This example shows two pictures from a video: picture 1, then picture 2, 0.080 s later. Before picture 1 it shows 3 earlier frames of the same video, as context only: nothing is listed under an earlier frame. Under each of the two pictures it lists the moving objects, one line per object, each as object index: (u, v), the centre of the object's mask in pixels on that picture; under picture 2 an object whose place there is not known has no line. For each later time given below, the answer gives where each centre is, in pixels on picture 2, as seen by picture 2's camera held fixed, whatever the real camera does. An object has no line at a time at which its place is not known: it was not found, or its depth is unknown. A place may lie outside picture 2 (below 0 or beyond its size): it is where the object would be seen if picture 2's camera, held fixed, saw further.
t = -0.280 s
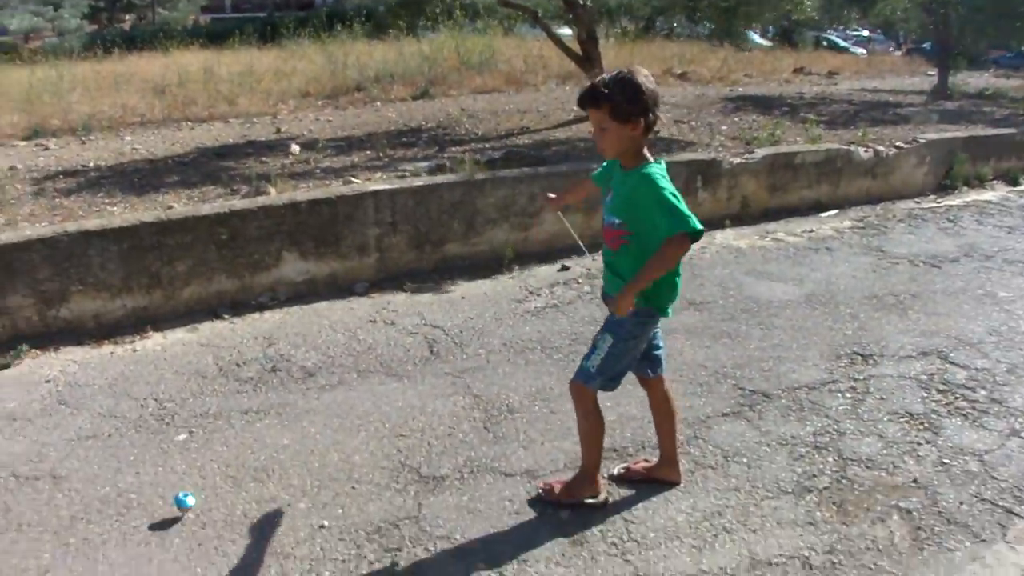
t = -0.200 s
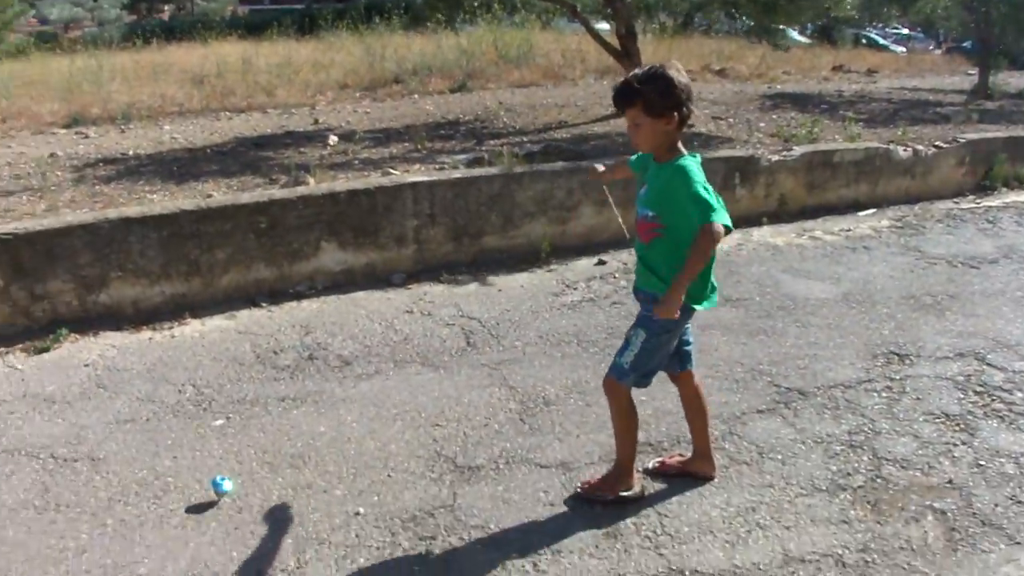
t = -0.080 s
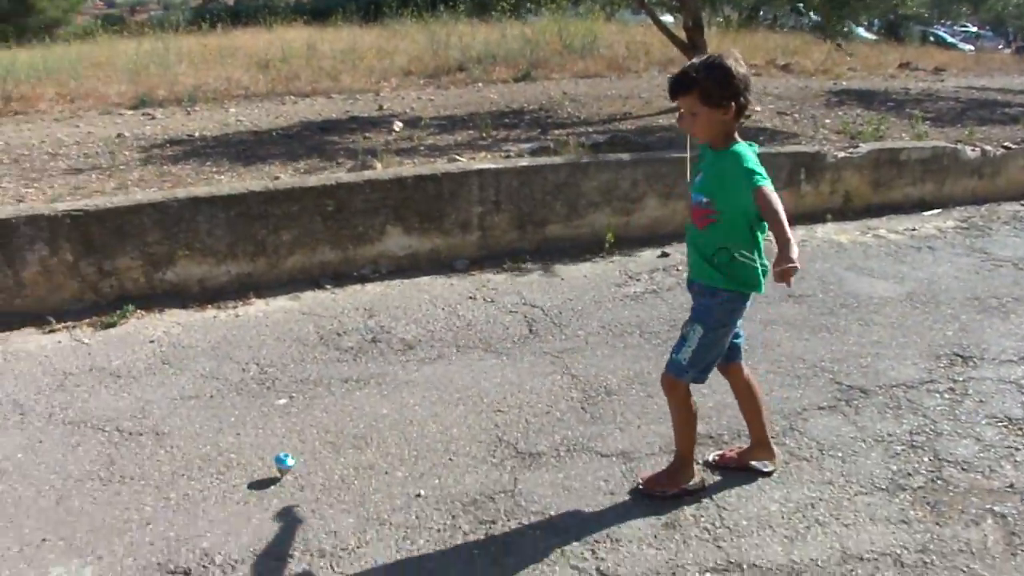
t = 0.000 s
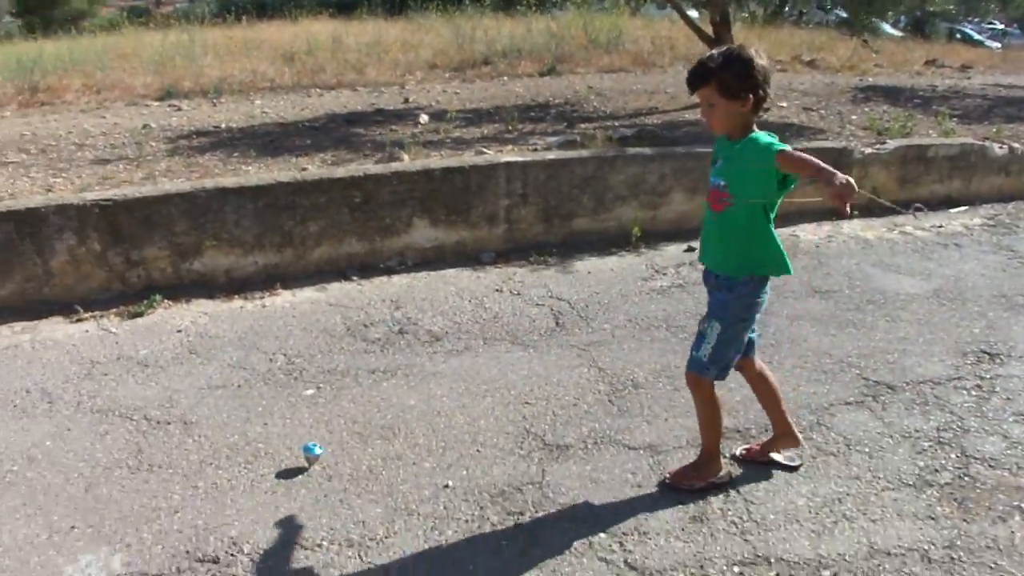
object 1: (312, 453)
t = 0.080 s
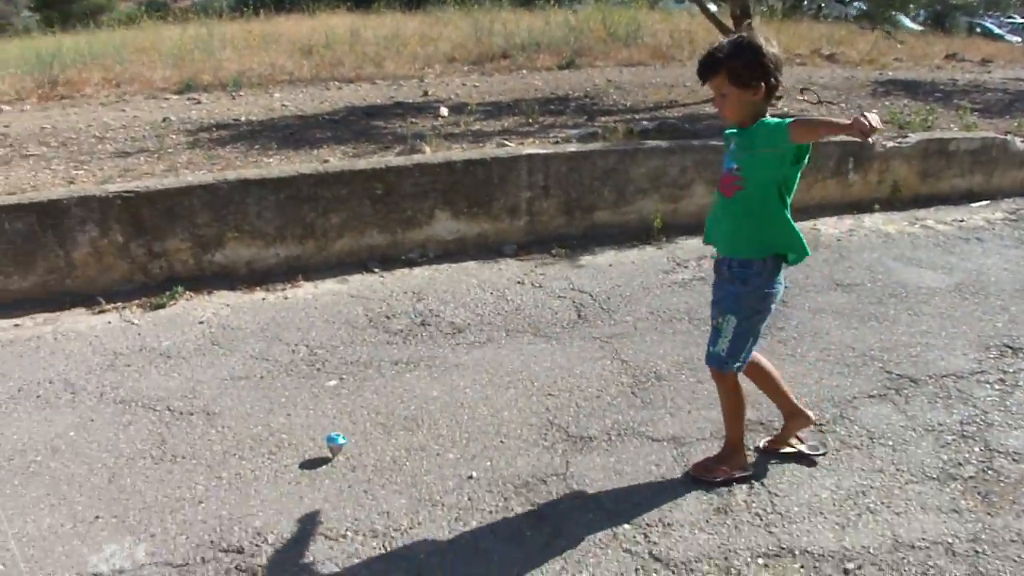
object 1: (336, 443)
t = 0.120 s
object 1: (336, 443)
